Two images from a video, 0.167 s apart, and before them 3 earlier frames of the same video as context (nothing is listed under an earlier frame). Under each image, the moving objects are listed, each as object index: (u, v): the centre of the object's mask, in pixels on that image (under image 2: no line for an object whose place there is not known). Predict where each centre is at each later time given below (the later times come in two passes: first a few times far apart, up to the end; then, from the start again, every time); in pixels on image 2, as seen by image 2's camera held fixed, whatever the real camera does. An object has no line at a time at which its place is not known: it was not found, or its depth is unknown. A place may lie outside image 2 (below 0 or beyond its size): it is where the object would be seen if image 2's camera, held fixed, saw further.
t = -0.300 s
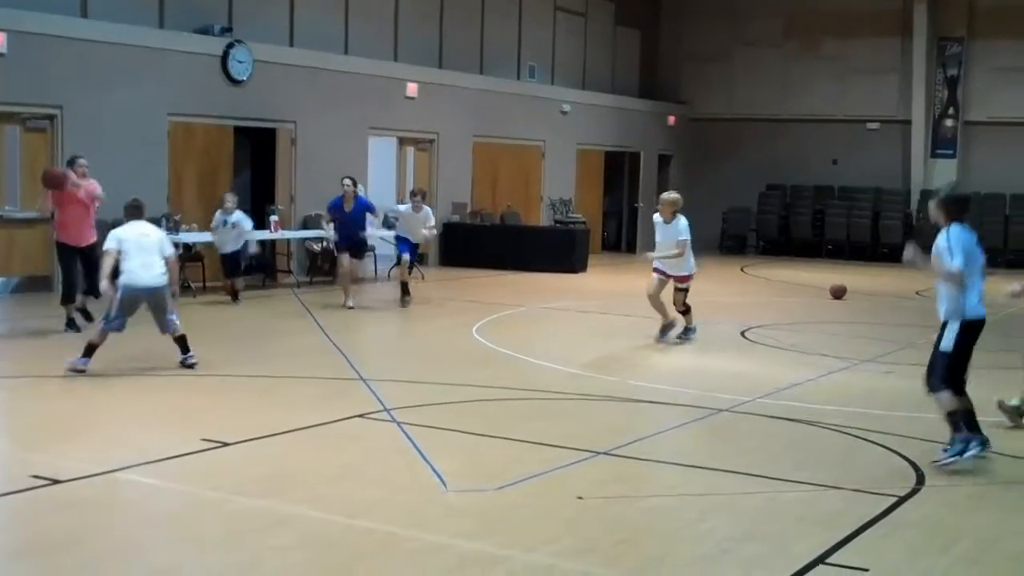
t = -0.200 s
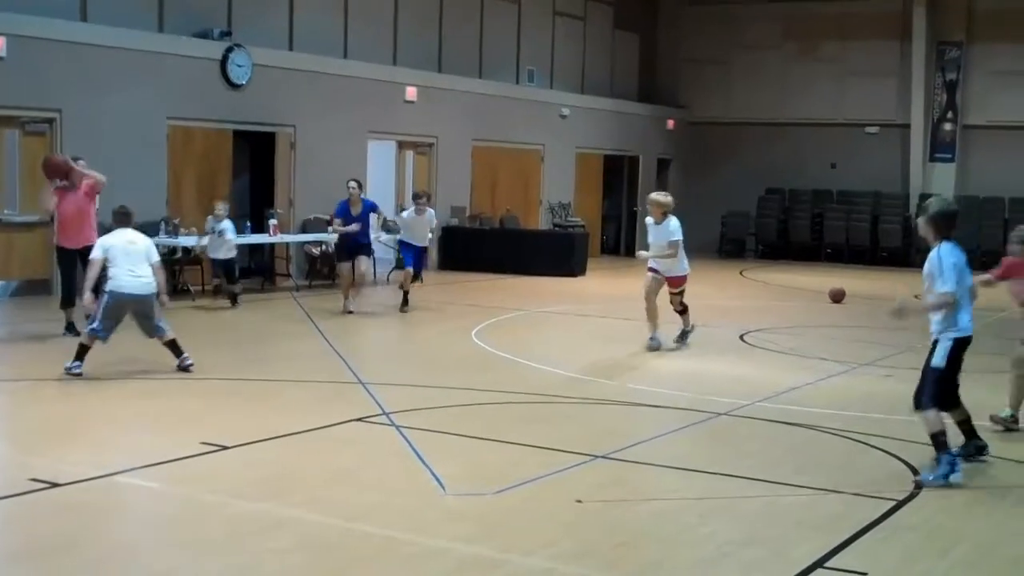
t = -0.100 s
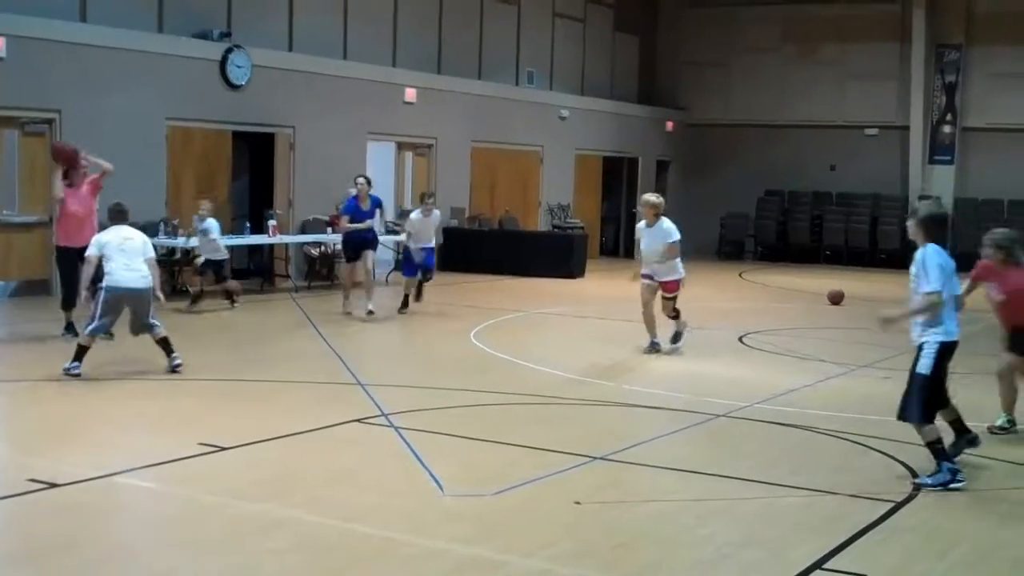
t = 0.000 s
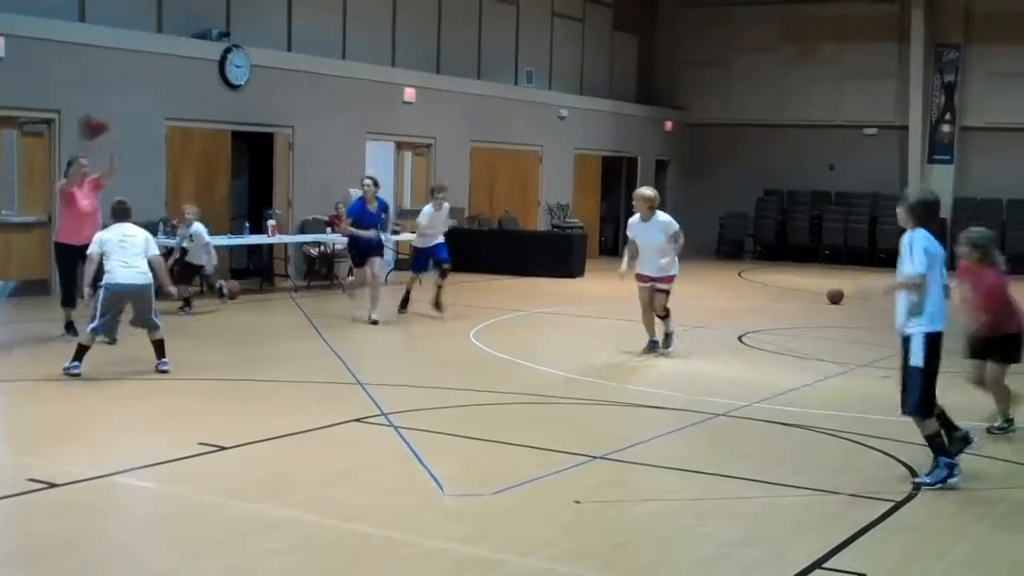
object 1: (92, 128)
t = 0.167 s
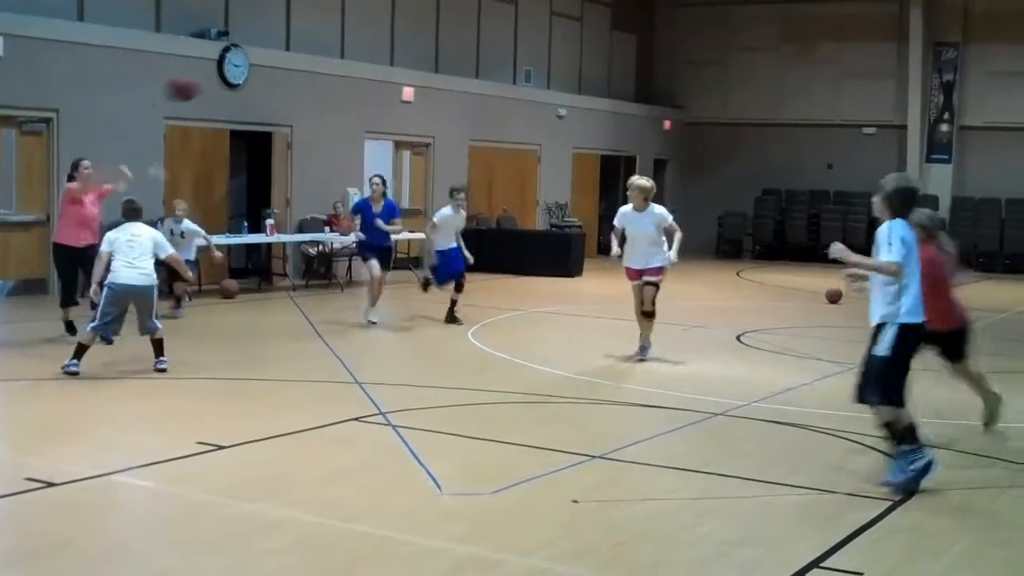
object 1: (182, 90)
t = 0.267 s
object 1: (244, 80)
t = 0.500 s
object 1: (396, 113)
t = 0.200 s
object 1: (200, 87)
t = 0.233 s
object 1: (221, 82)
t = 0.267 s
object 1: (244, 80)
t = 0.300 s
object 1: (263, 81)
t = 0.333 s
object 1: (284, 83)
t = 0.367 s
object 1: (305, 85)
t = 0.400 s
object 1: (327, 89)
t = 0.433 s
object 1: (349, 95)
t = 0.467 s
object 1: (372, 103)
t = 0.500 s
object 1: (396, 113)
